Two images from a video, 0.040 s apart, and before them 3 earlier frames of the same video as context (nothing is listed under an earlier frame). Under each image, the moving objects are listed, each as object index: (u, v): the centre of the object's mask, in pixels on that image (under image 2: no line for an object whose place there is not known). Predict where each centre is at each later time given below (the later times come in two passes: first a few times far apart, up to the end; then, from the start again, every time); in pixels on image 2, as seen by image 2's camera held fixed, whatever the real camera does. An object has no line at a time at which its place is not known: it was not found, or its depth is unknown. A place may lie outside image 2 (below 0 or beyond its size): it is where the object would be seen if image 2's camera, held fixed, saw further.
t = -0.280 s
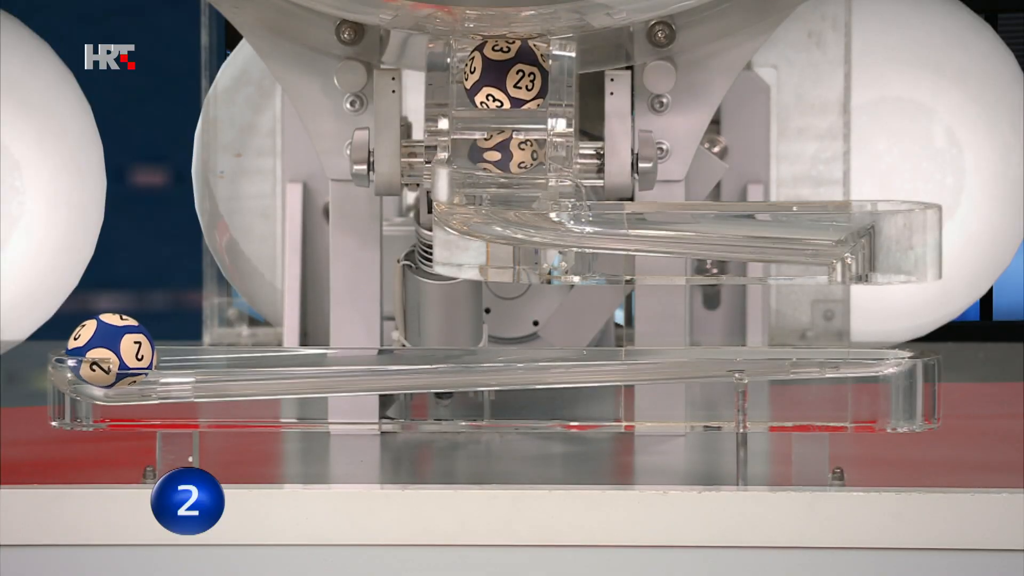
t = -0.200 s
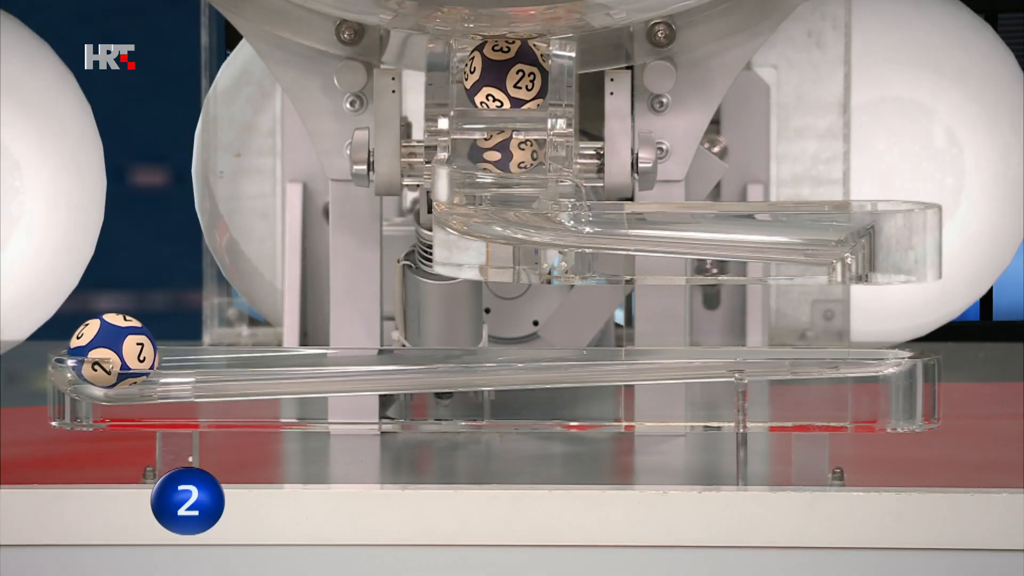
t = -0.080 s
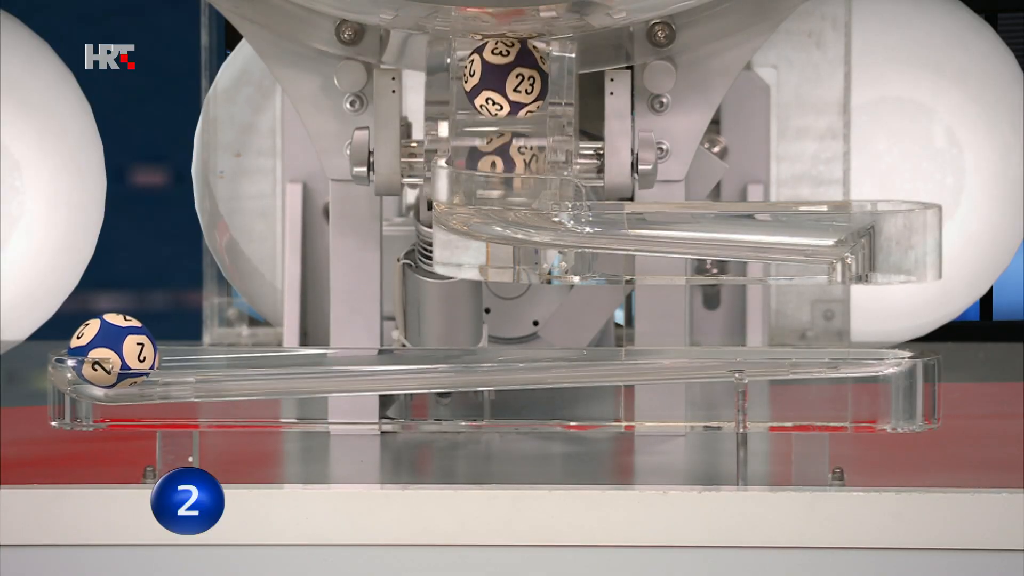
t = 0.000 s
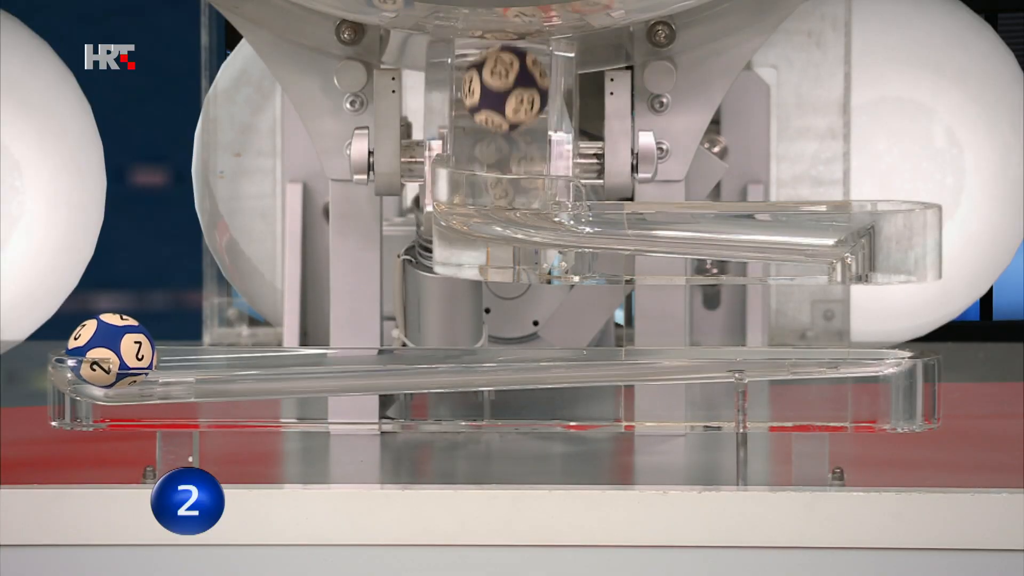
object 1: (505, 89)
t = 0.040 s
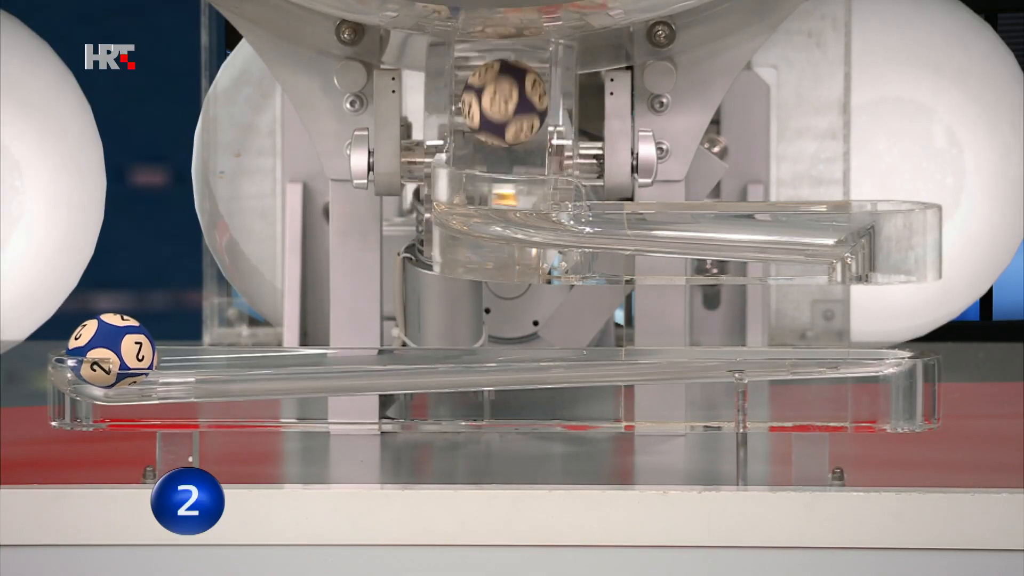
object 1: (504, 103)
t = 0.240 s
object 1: (500, 176)
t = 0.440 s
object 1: (552, 196)
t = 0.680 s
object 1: (735, 207)
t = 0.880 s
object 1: (879, 250)
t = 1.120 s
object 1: (878, 321)
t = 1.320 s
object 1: (862, 321)
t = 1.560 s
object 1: (836, 324)
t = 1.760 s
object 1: (794, 326)
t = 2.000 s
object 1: (721, 328)
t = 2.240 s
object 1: (620, 331)
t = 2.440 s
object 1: (516, 336)
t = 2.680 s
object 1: (367, 342)
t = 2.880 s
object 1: (226, 347)
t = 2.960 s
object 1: (208, 346)
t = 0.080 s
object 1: (504, 109)
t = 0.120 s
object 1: (504, 130)
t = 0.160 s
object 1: (502, 148)
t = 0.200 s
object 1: (497, 174)
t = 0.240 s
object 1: (500, 176)
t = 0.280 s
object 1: (495, 178)
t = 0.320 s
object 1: (498, 181)
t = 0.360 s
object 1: (506, 187)
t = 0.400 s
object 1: (526, 192)
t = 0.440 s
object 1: (552, 196)
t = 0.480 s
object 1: (581, 199)
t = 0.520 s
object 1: (613, 201)
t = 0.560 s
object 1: (643, 202)
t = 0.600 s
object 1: (670, 204)
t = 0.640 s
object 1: (701, 205)
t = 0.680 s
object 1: (735, 207)
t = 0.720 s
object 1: (768, 209)
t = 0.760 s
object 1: (802, 210)
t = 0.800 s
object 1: (836, 215)
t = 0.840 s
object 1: (869, 228)
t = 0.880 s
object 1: (879, 250)
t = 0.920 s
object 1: (883, 260)
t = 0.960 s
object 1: (876, 271)
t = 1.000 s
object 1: (883, 288)
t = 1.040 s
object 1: (879, 317)
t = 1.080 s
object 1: (866, 311)
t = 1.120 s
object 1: (878, 321)
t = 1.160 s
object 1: (869, 315)
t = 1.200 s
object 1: (866, 323)
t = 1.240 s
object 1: (865, 318)
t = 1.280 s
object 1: (865, 322)
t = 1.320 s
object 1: (862, 321)
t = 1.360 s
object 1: (859, 323)
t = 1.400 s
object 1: (856, 322)
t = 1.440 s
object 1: (852, 324)
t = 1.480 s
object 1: (847, 324)
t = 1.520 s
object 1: (842, 324)
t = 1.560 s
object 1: (836, 324)
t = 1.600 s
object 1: (830, 325)
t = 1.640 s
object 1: (822, 325)
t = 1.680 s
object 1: (814, 326)
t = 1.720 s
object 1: (804, 326)
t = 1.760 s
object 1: (794, 326)
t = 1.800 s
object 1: (783, 326)
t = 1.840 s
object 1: (773, 326)
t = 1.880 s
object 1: (762, 326)
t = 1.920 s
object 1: (748, 326)
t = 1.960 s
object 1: (735, 327)
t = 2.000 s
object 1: (721, 328)
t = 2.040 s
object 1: (707, 328)
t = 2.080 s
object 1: (691, 328)
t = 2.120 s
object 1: (673, 329)
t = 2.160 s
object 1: (655, 331)
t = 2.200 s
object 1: (638, 331)
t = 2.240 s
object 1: (620, 331)
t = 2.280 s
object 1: (600, 332)
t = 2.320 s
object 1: (580, 333)
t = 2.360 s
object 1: (559, 334)
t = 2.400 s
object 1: (538, 335)
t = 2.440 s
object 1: (516, 336)
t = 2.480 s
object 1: (492, 336)
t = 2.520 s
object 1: (469, 337)
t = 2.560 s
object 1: (446, 338)
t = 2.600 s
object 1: (420, 339)
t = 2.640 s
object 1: (394, 341)
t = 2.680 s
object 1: (367, 342)
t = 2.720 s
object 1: (340, 342)
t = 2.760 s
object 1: (313, 343)
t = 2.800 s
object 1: (284, 344)
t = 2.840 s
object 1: (254, 345)
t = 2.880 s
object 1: (226, 347)
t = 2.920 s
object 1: (201, 347)
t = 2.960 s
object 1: (208, 346)
